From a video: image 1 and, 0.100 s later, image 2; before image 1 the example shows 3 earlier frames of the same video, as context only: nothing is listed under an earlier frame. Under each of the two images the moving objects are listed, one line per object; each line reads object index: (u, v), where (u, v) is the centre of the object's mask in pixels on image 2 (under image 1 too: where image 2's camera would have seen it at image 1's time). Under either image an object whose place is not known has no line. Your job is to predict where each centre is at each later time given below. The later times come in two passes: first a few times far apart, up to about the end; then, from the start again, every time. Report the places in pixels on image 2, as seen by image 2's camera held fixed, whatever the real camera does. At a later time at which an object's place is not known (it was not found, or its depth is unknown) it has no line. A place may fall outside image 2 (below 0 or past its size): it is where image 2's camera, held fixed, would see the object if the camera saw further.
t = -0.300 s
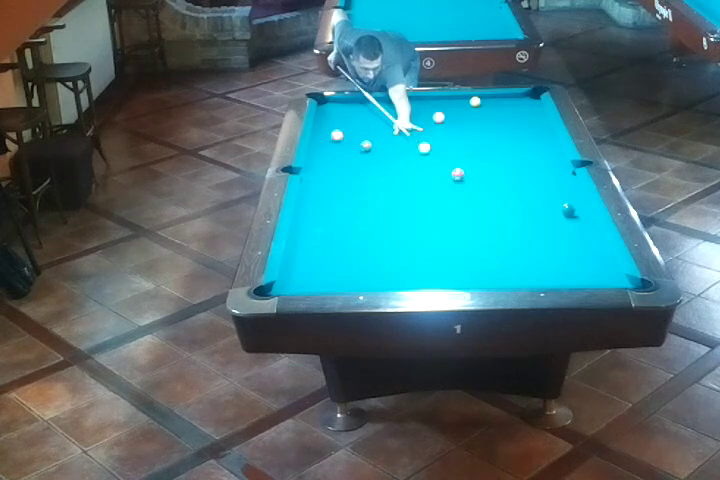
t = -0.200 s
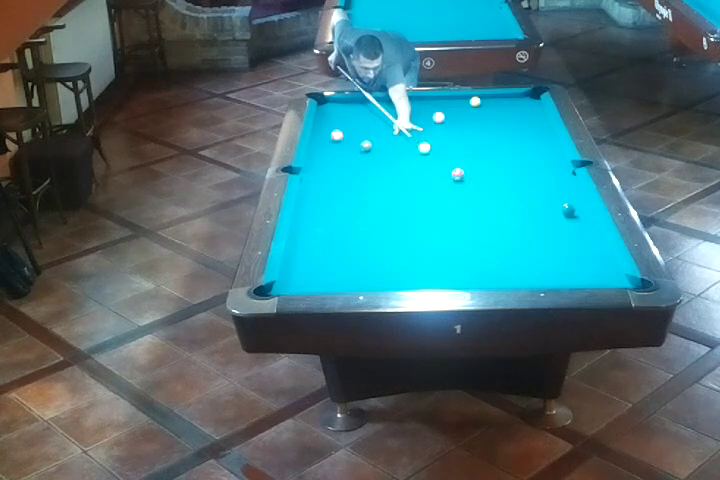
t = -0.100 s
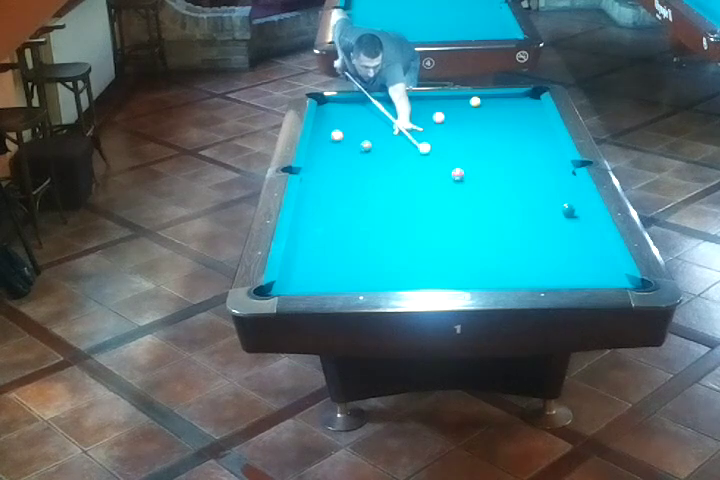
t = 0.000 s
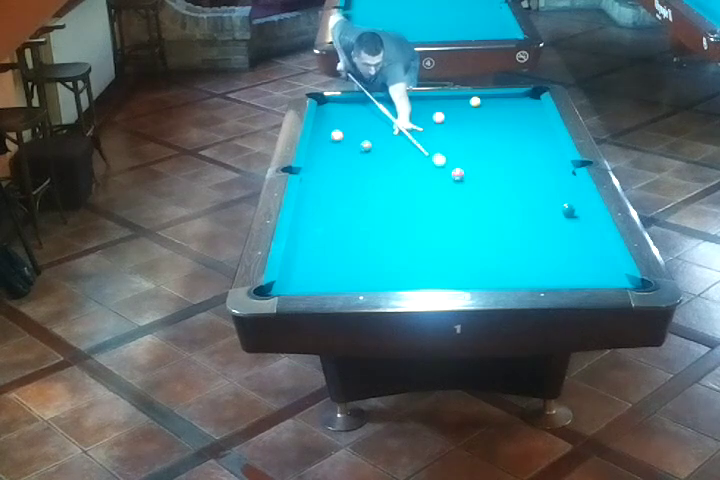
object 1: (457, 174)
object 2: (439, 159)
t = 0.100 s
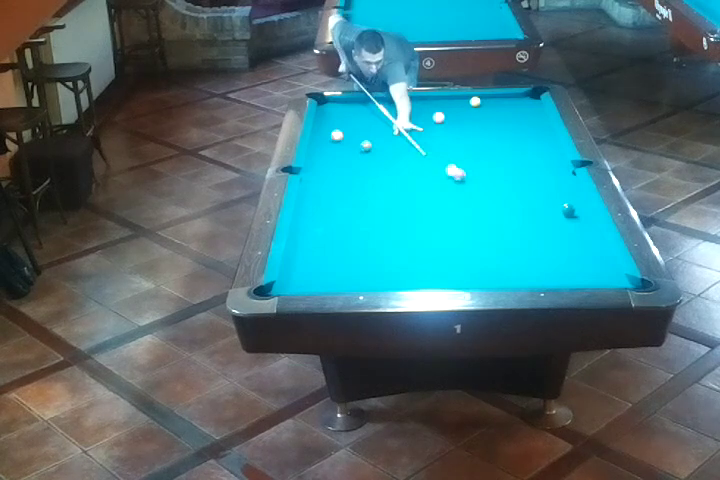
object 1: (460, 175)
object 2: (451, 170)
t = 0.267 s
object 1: (481, 190)
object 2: (446, 169)
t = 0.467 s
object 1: (507, 207)
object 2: (441, 167)
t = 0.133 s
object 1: (463, 178)
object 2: (451, 170)
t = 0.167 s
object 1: (468, 181)
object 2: (450, 170)
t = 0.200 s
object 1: (473, 184)
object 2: (448, 170)
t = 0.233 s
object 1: (478, 187)
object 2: (448, 169)
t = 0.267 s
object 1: (481, 190)
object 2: (446, 169)
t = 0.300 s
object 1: (486, 193)
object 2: (446, 169)
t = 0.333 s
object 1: (490, 196)
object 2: (445, 168)
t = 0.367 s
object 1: (494, 198)
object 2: (444, 168)
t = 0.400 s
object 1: (499, 201)
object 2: (443, 168)
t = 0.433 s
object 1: (503, 204)
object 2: (442, 167)
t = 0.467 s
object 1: (507, 207)
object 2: (441, 167)
